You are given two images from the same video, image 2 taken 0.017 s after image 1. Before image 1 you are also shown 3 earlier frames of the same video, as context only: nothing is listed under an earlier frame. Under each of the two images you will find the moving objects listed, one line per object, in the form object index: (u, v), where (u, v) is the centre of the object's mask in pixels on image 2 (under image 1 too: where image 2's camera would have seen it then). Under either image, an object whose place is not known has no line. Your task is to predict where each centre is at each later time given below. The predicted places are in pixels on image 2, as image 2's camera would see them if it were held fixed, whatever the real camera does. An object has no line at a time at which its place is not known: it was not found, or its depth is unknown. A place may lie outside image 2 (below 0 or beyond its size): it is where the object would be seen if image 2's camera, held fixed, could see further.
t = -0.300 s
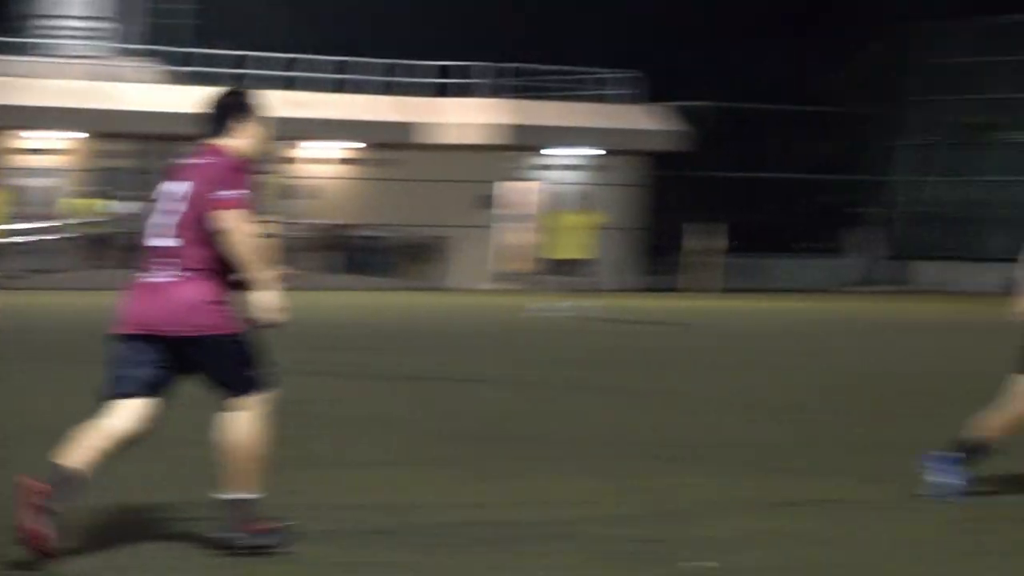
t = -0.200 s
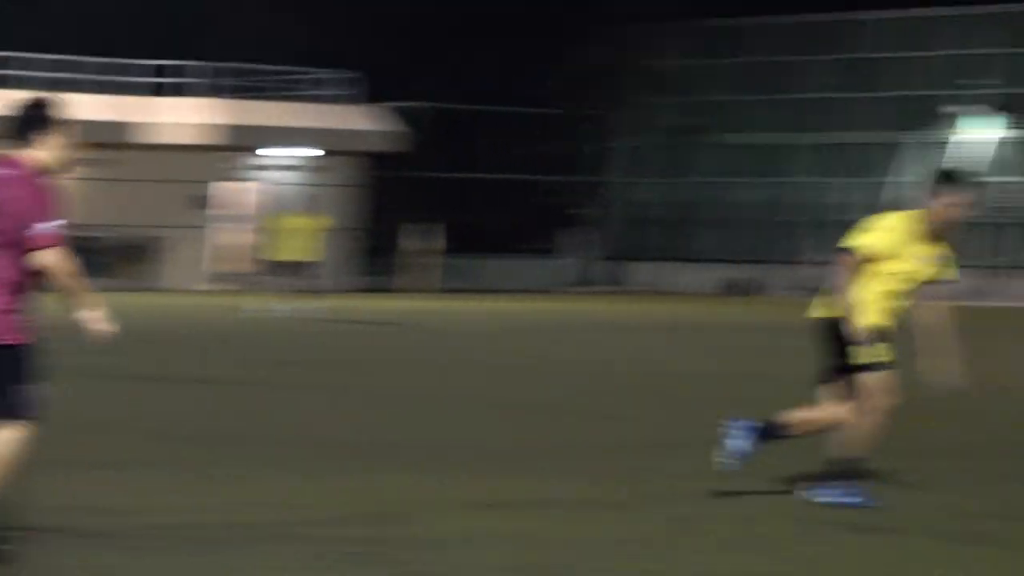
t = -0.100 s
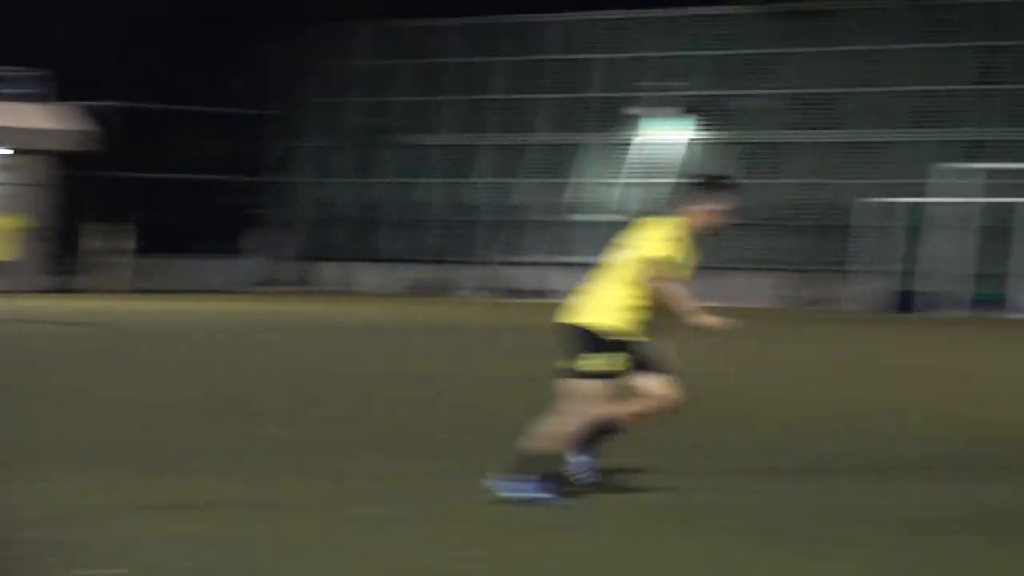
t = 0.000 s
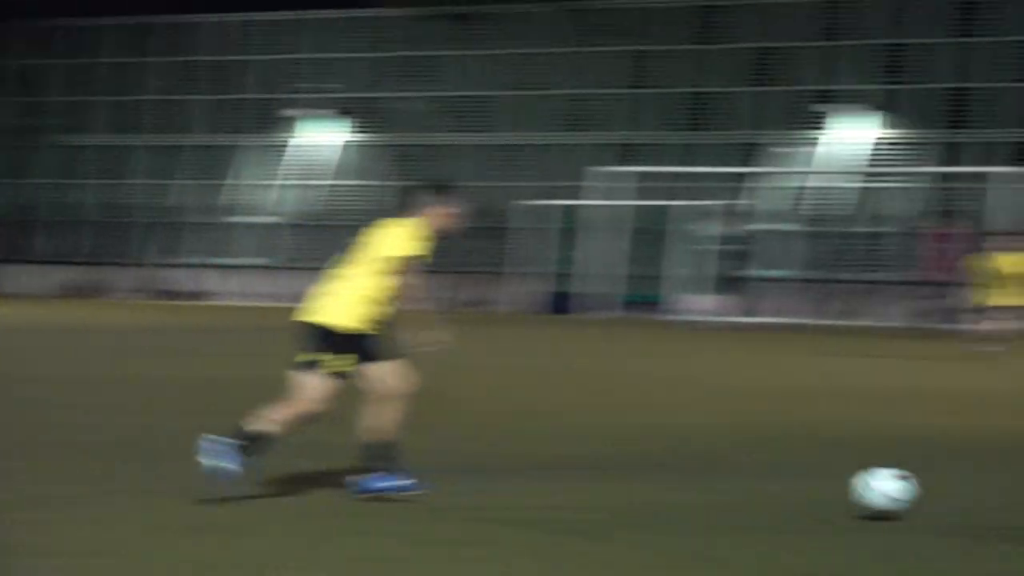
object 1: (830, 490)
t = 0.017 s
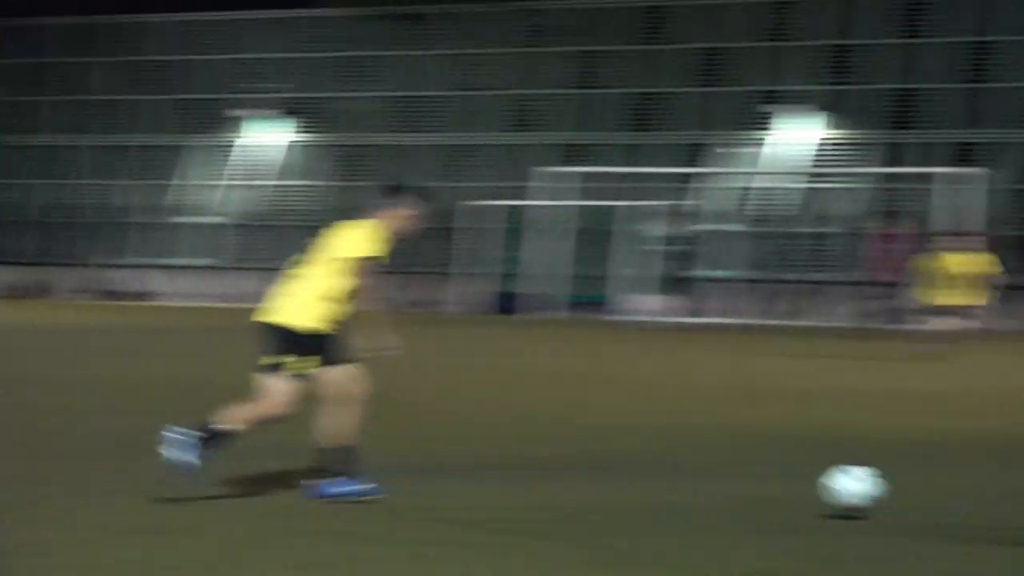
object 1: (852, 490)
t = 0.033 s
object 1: (874, 489)
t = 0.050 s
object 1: (895, 489)
